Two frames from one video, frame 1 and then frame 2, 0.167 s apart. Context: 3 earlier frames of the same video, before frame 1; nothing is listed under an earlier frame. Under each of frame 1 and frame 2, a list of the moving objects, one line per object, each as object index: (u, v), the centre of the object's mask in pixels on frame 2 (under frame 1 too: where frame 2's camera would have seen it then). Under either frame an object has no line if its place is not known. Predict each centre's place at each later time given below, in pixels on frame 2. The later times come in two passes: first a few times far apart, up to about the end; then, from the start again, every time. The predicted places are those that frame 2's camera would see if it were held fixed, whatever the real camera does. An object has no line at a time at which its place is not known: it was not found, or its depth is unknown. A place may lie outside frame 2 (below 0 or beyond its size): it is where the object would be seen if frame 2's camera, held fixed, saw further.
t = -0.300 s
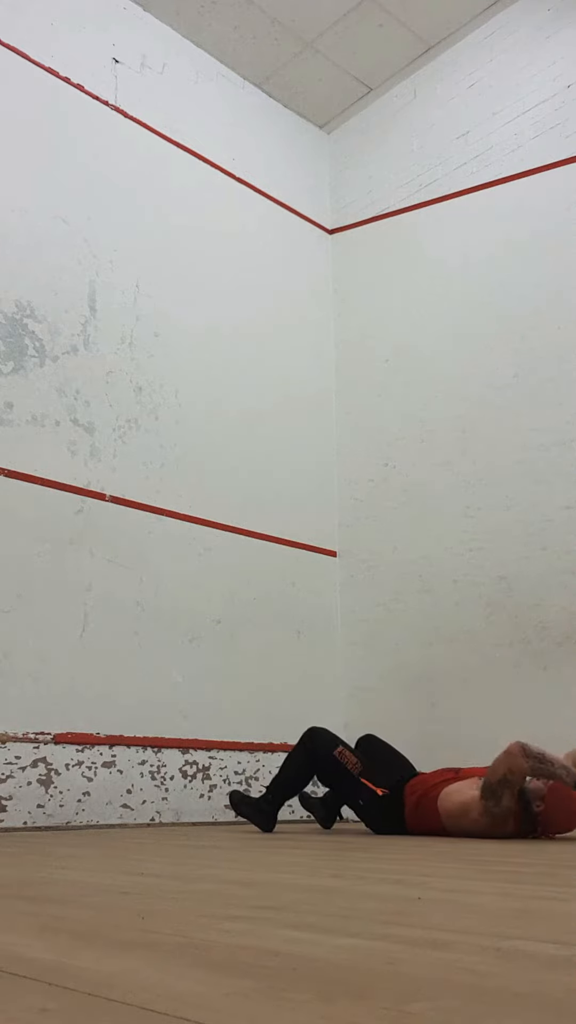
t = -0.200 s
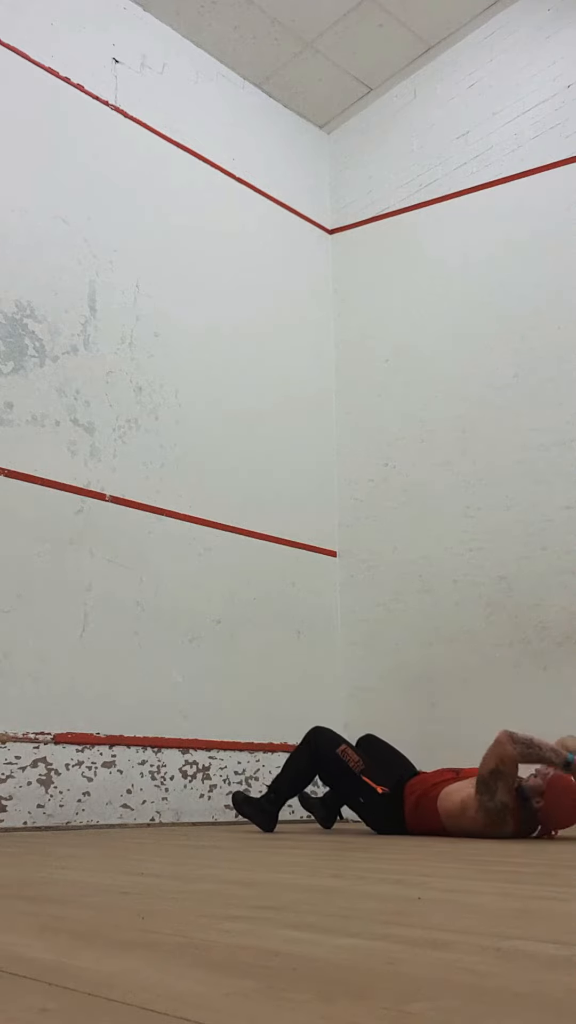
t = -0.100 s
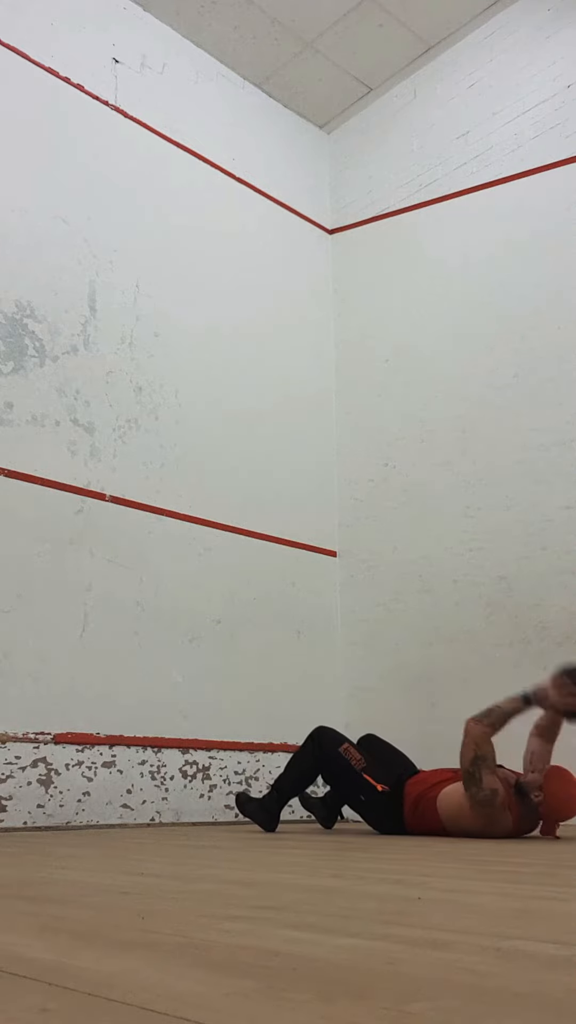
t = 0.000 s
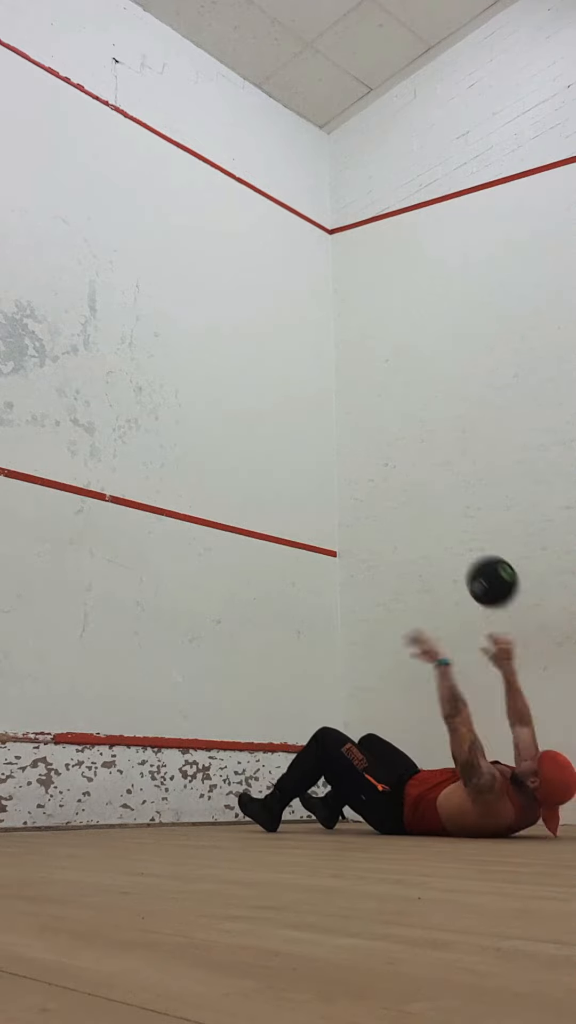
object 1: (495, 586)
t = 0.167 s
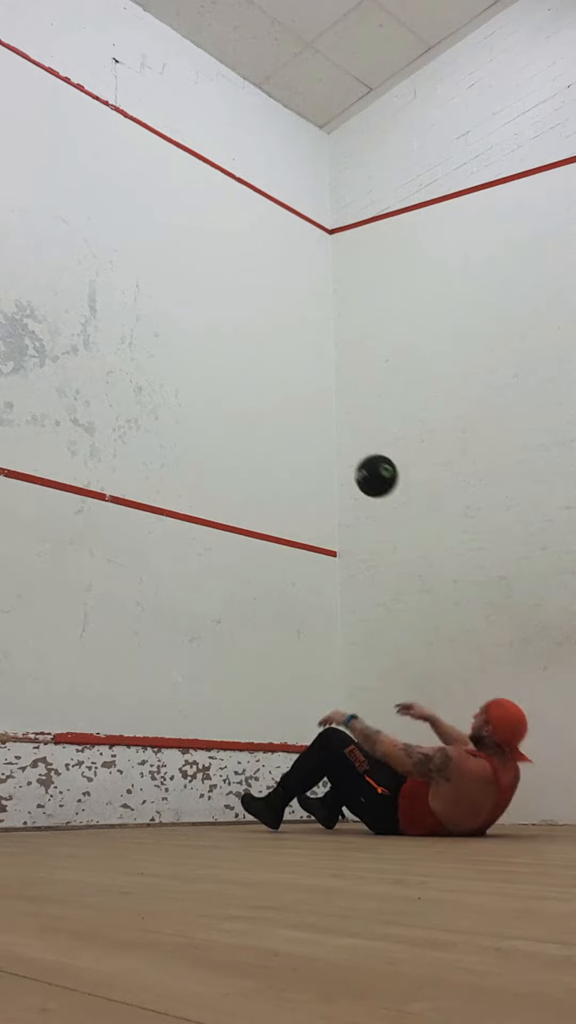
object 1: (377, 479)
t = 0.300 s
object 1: (305, 446)
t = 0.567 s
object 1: (193, 466)
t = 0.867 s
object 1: (272, 523)
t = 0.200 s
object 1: (357, 468)
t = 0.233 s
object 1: (339, 458)
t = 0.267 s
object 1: (321, 451)
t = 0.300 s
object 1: (305, 446)
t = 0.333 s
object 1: (289, 442)
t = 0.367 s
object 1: (274, 441)
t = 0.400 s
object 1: (259, 442)
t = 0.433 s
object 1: (245, 443)
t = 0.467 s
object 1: (231, 447)
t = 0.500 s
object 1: (217, 453)
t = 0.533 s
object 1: (205, 458)
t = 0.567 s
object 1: (193, 466)
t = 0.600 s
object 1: (185, 473)
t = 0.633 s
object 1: (197, 469)
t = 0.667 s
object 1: (207, 471)
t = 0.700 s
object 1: (217, 475)
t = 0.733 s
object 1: (227, 480)
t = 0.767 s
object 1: (238, 488)
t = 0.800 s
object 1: (249, 498)
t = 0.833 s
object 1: (260, 509)
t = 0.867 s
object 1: (272, 523)
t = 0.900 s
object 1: (284, 540)
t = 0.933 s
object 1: (297, 559)
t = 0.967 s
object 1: (310, 581)
